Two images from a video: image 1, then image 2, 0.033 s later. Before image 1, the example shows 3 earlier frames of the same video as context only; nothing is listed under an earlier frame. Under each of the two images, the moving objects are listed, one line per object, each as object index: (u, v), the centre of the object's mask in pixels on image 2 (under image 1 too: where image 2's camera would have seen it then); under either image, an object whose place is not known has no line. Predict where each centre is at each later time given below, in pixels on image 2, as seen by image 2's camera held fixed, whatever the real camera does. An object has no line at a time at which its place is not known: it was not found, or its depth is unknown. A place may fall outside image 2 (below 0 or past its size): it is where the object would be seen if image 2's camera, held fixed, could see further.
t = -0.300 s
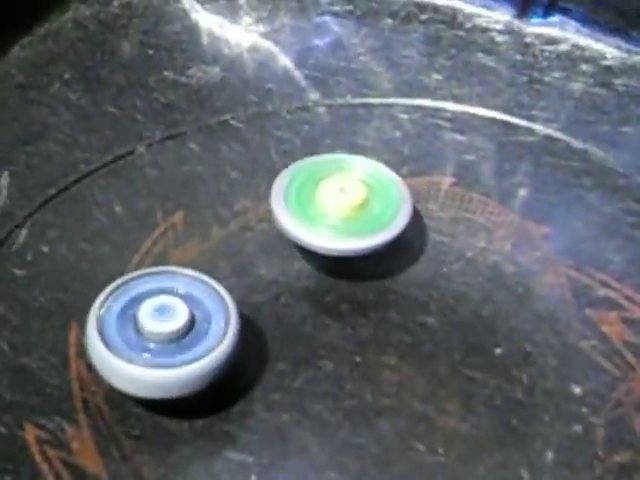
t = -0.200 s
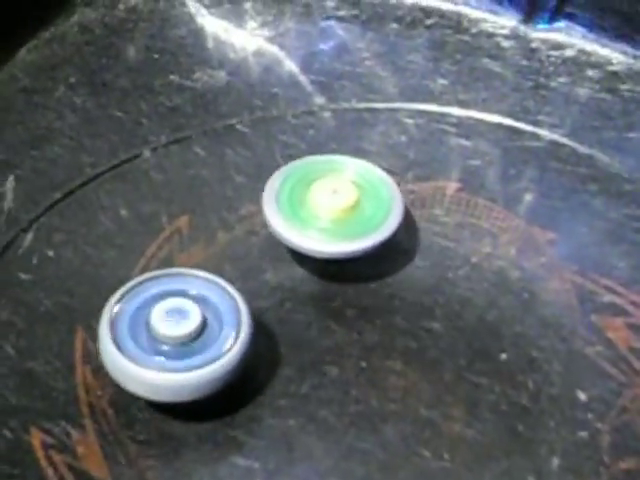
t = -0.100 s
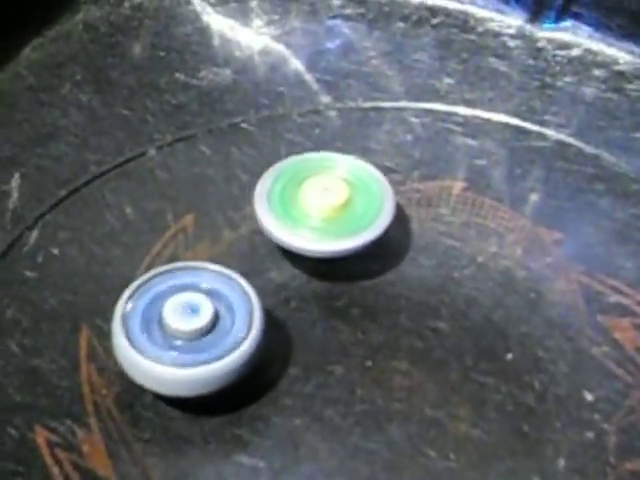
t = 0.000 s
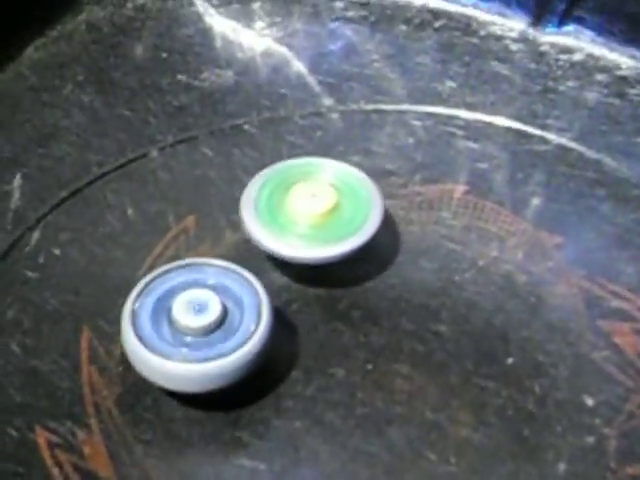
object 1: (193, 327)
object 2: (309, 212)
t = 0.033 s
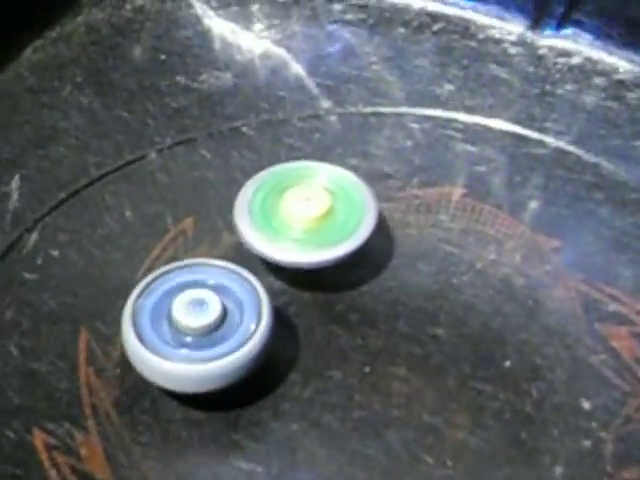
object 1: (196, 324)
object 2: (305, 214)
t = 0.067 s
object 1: (198, 323)
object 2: (301, 215)
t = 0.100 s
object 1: (201, 321)
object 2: (298, 217)
